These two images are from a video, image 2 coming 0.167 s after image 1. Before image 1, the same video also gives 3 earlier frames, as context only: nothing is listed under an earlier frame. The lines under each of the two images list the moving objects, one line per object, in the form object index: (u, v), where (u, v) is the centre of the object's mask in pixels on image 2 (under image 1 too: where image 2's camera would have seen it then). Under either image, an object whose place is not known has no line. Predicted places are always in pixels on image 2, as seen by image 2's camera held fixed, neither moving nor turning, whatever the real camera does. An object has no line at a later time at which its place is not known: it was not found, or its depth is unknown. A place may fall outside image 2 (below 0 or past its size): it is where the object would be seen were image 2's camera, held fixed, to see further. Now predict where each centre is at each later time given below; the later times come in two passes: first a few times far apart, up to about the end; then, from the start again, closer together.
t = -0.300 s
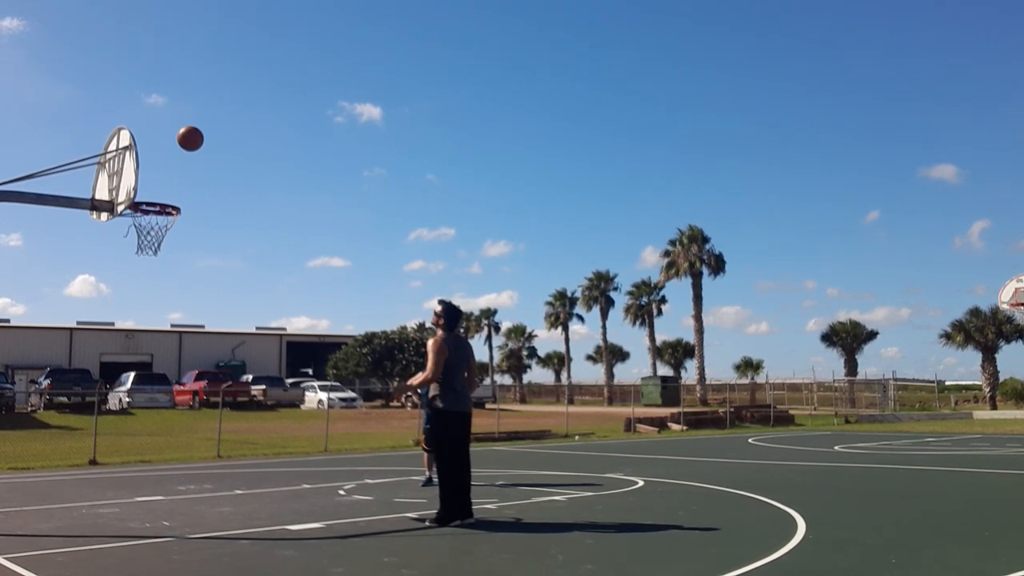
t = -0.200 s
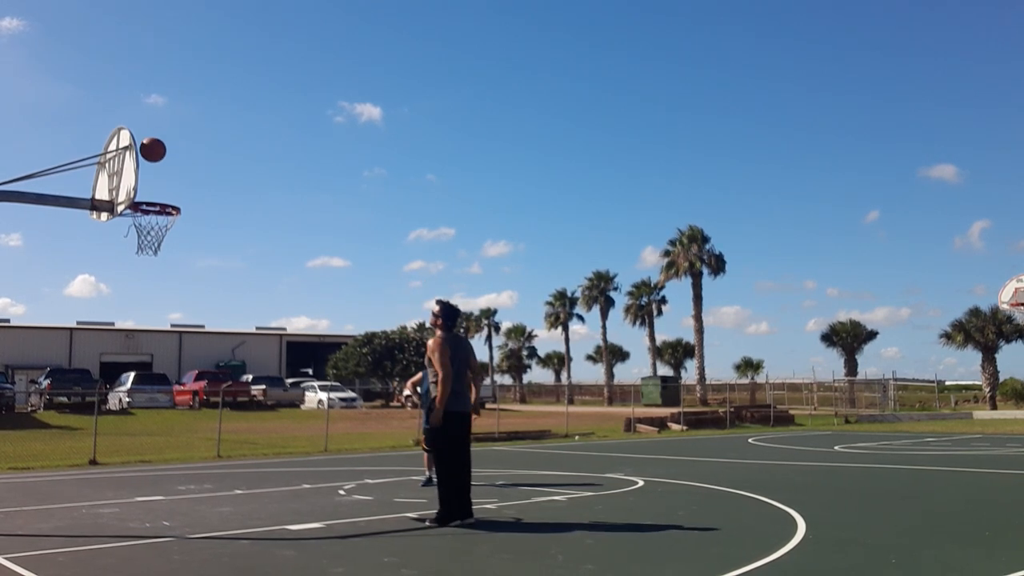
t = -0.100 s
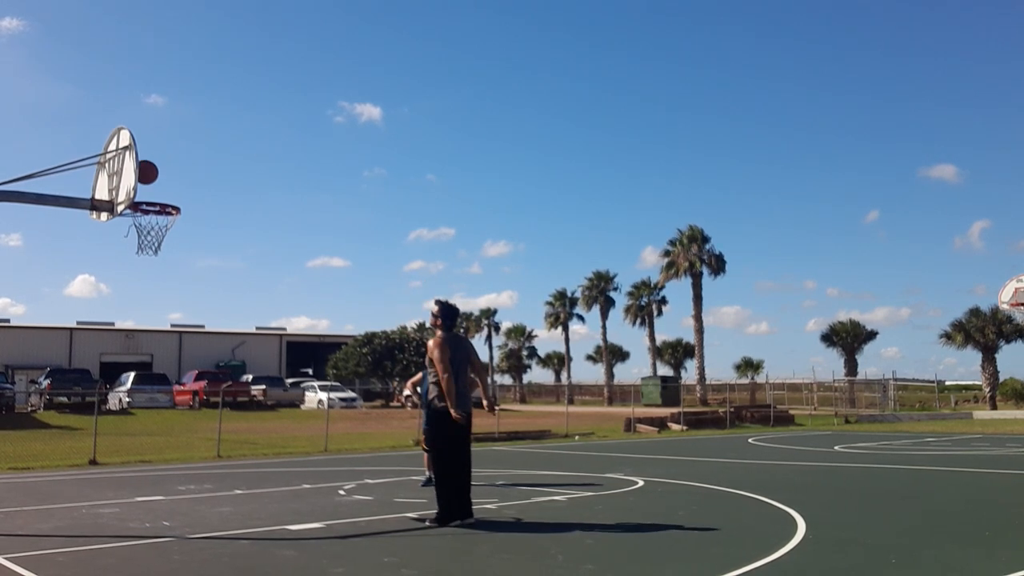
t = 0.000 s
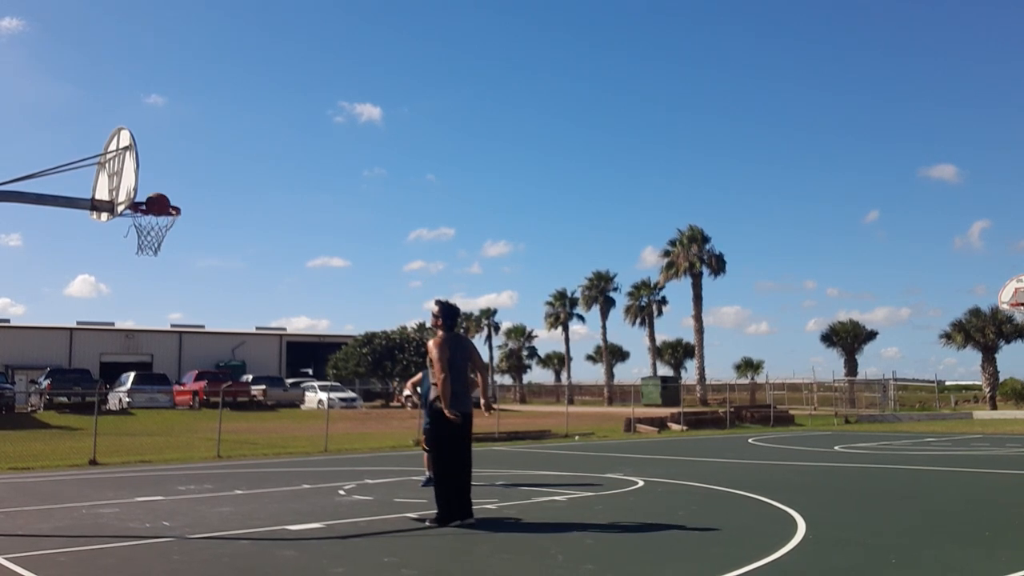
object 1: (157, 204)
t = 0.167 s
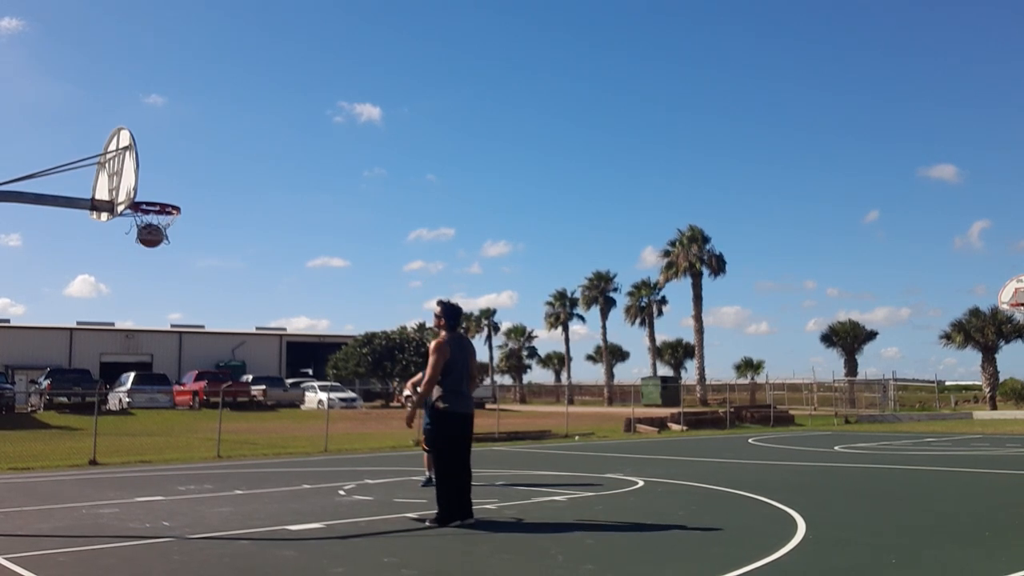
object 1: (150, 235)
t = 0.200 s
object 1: (148, 236)
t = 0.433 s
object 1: (132, 274)
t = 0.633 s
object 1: (115, 351)
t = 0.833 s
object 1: (96, 471)
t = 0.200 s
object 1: (148, 236)
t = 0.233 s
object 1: (145, 238)
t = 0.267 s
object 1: (143, 241)
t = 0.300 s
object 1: (141, 246)
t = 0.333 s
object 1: (139, 251)
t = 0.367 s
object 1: (136, 258)
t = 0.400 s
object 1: (134, 265)
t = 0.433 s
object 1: (132, 274)
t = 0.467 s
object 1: (129, 284)
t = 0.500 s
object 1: (127, 295)
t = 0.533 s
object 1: (124, 307)
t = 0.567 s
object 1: (121, 320)
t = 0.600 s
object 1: (118, 335)
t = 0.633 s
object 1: (115, 351)
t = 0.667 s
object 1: (112, 368)
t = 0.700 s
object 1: (108, 385)
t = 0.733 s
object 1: (105, 405)
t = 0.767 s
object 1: (103, 426)
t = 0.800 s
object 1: (99, 448)
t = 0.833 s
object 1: (96, 471)
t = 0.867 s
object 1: (93, 496)
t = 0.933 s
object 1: (90, 480)
